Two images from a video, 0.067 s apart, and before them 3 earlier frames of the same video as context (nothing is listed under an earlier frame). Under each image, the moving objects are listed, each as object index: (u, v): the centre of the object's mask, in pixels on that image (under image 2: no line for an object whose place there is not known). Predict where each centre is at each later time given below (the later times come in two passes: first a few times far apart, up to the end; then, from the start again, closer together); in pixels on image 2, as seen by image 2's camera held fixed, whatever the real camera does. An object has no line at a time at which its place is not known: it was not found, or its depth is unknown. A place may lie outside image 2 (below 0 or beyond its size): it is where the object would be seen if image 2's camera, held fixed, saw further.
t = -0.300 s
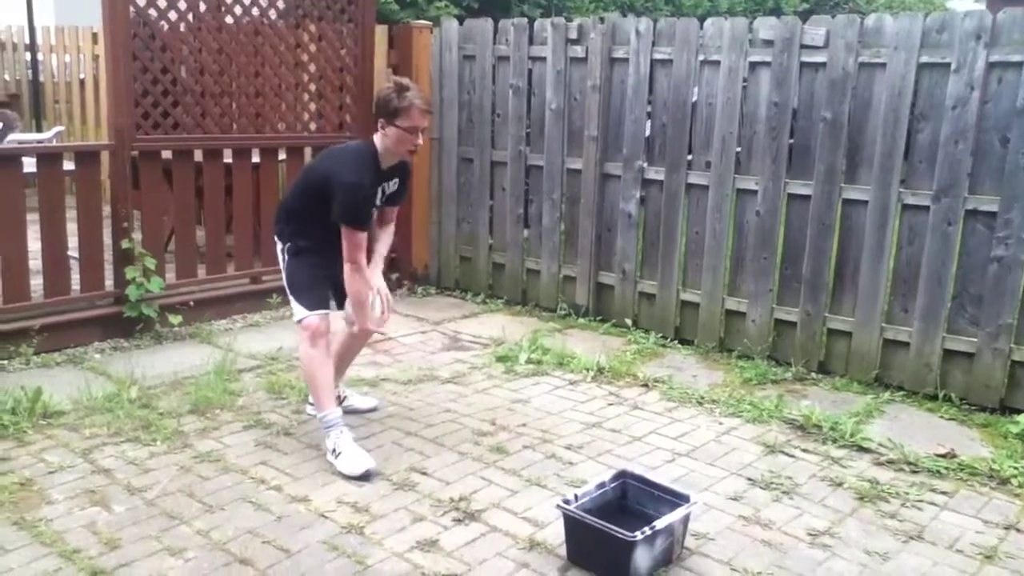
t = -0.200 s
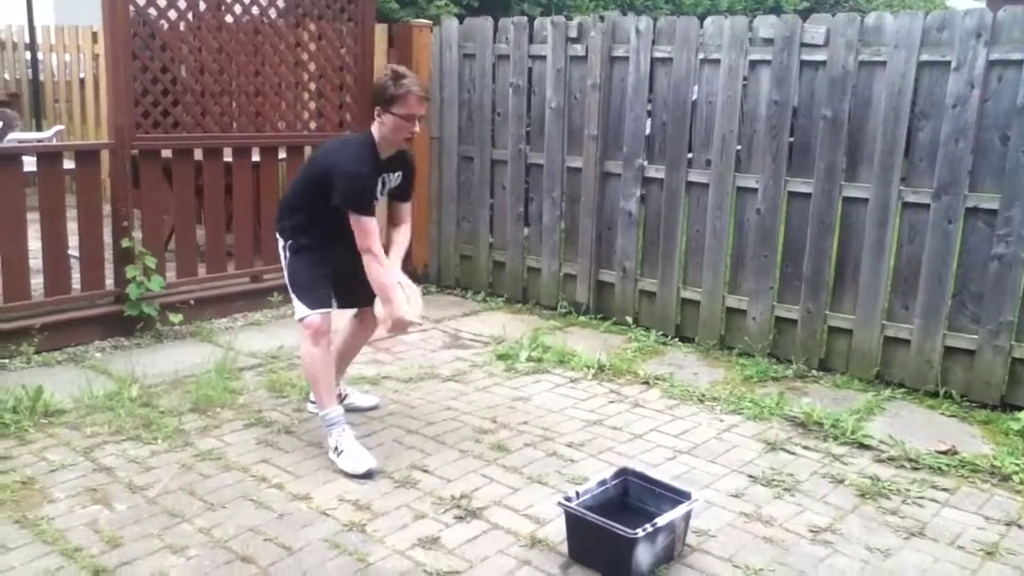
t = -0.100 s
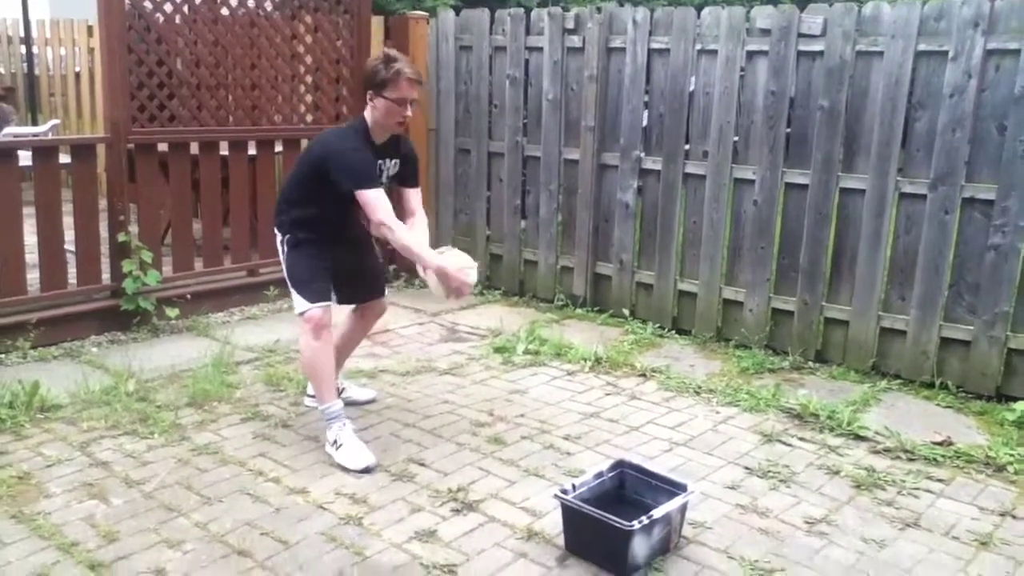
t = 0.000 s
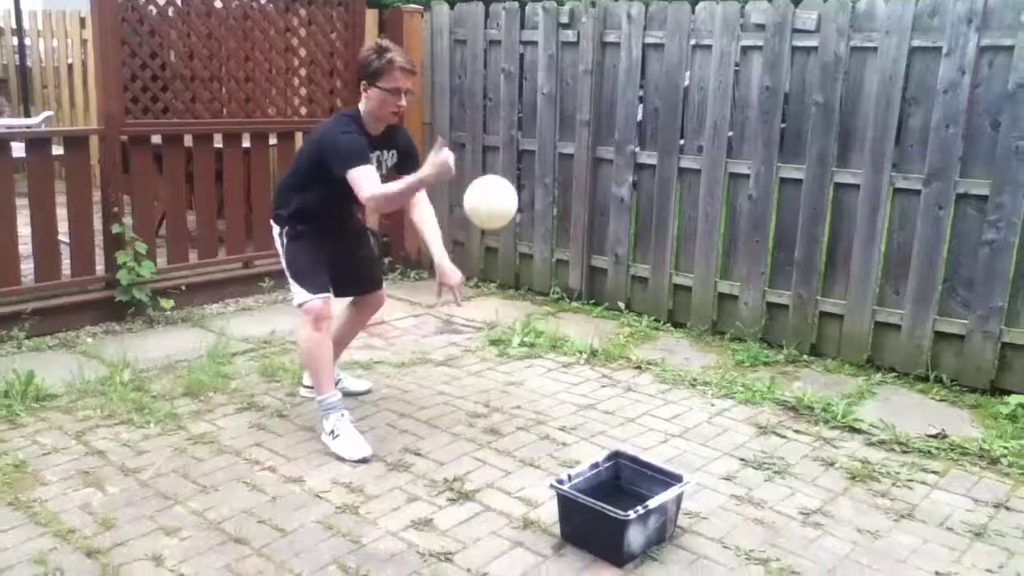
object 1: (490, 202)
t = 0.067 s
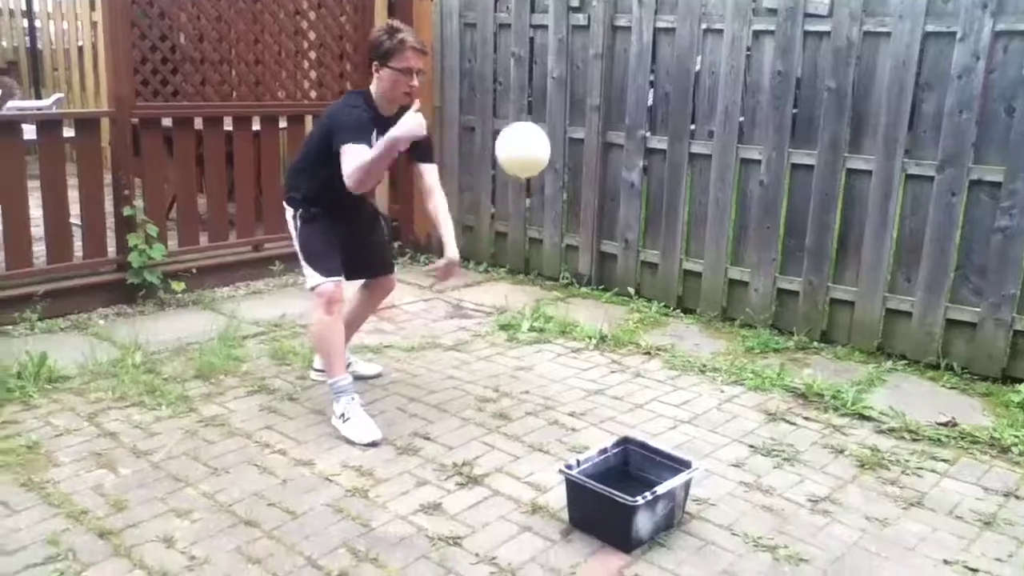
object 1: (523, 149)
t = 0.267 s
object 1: (601, 104)
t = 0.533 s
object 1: (694, 238)
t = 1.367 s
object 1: (597, 334)
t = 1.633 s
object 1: (527, 385)
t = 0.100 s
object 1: (537, 133)
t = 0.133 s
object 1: (549, 120)
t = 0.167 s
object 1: (561, 111)
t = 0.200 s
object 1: (575, 105)
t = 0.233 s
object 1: (588, 102)
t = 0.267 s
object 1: (601, 104)
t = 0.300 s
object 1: (614, 107)
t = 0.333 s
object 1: (625, 113)
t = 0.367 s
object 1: (637, 126)
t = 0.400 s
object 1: (650, 141)
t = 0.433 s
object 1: (662, 158)
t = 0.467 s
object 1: (674, 180)
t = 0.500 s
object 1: (684, 206)
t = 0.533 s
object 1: (694, 238)
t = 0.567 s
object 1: (706, 273)
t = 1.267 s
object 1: (626, 293)
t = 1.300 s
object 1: (617, 302)
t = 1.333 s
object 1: (608, 318)
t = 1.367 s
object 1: (597, 334)
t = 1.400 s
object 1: (588, 355)
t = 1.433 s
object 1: (578, 380)
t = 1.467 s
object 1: (568, 407)
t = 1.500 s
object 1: (558, 436)
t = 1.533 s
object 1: (548, 455)
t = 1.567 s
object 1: (542, 436)
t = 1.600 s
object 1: (535, 405)
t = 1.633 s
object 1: (527, 385)
